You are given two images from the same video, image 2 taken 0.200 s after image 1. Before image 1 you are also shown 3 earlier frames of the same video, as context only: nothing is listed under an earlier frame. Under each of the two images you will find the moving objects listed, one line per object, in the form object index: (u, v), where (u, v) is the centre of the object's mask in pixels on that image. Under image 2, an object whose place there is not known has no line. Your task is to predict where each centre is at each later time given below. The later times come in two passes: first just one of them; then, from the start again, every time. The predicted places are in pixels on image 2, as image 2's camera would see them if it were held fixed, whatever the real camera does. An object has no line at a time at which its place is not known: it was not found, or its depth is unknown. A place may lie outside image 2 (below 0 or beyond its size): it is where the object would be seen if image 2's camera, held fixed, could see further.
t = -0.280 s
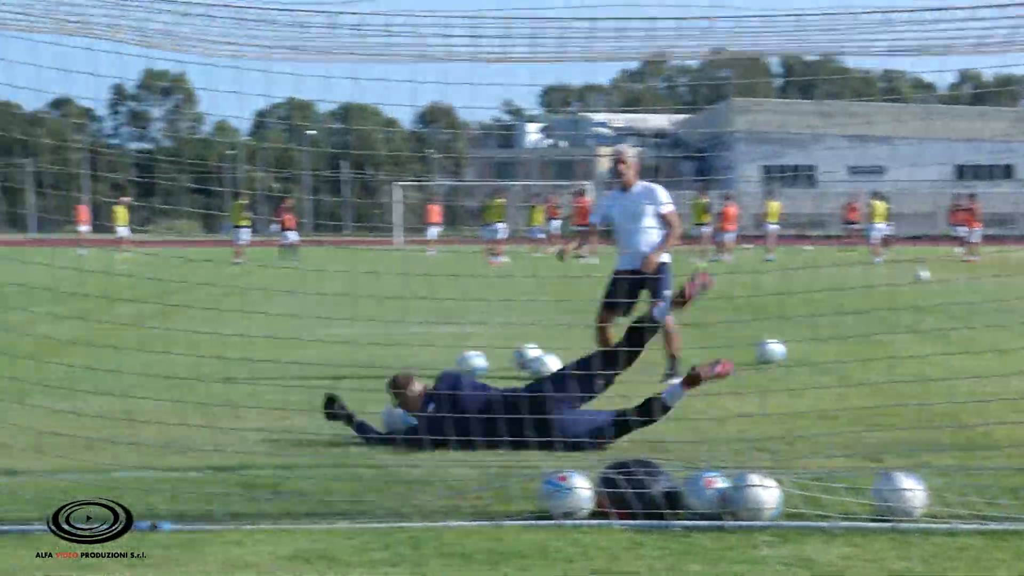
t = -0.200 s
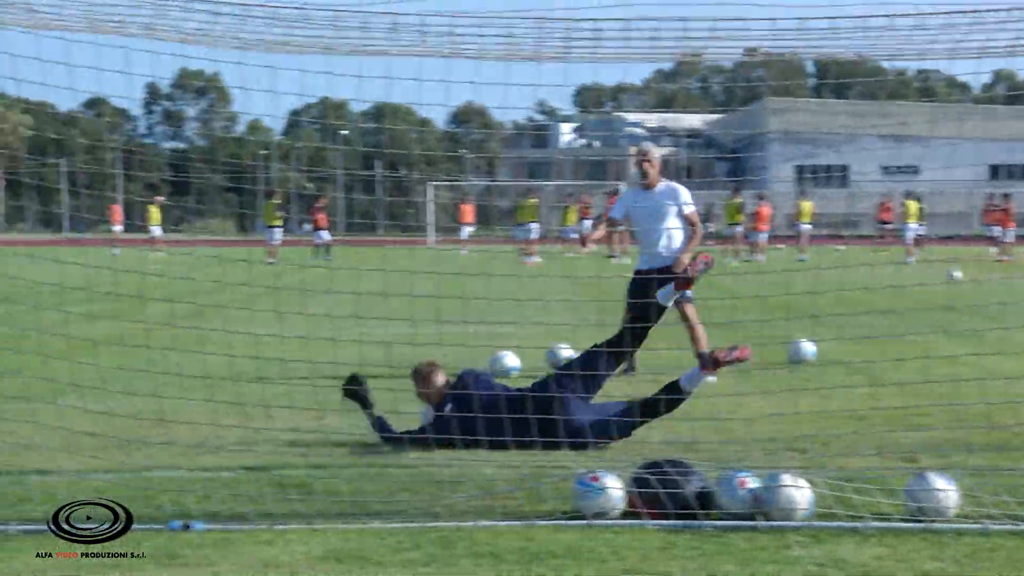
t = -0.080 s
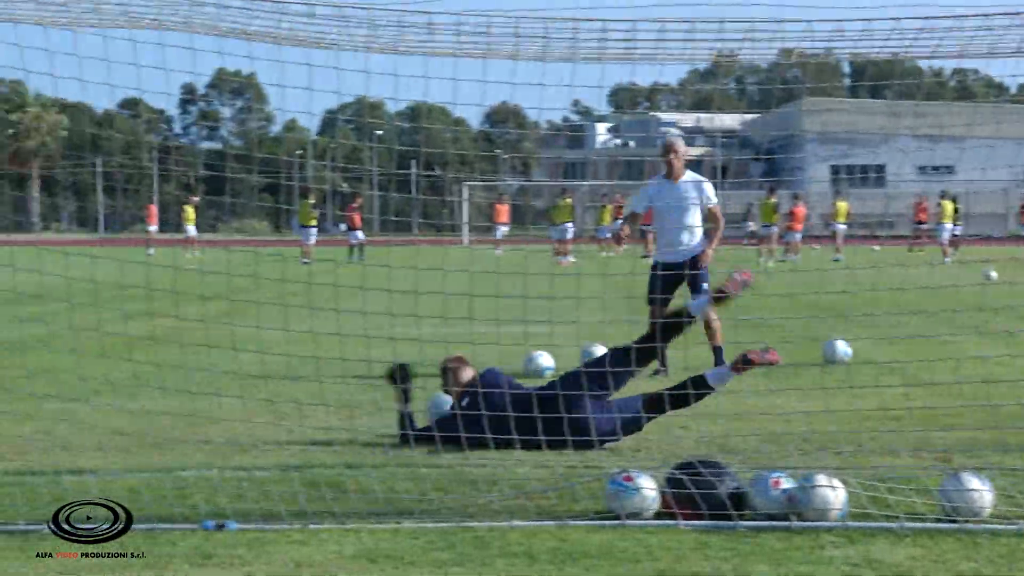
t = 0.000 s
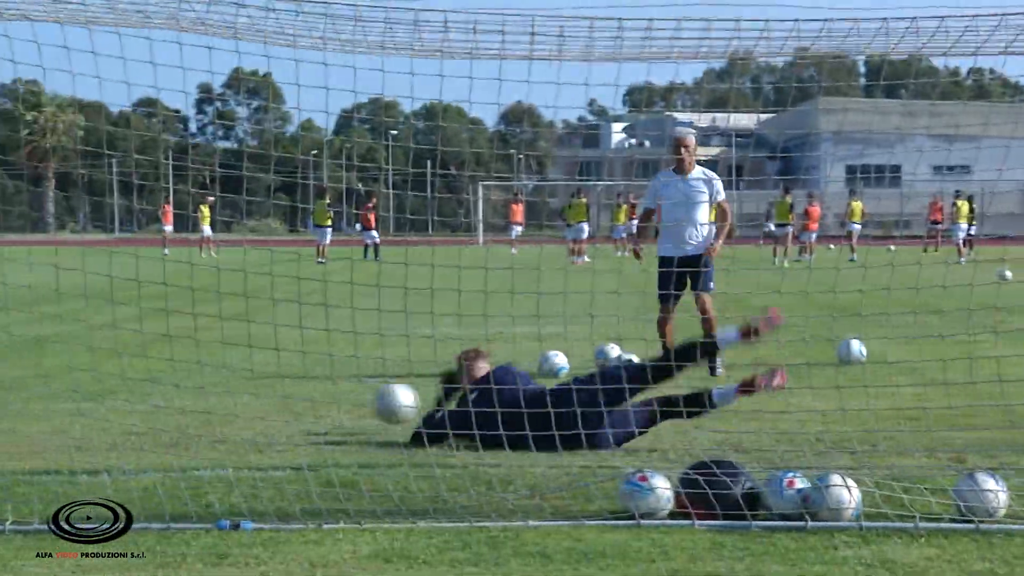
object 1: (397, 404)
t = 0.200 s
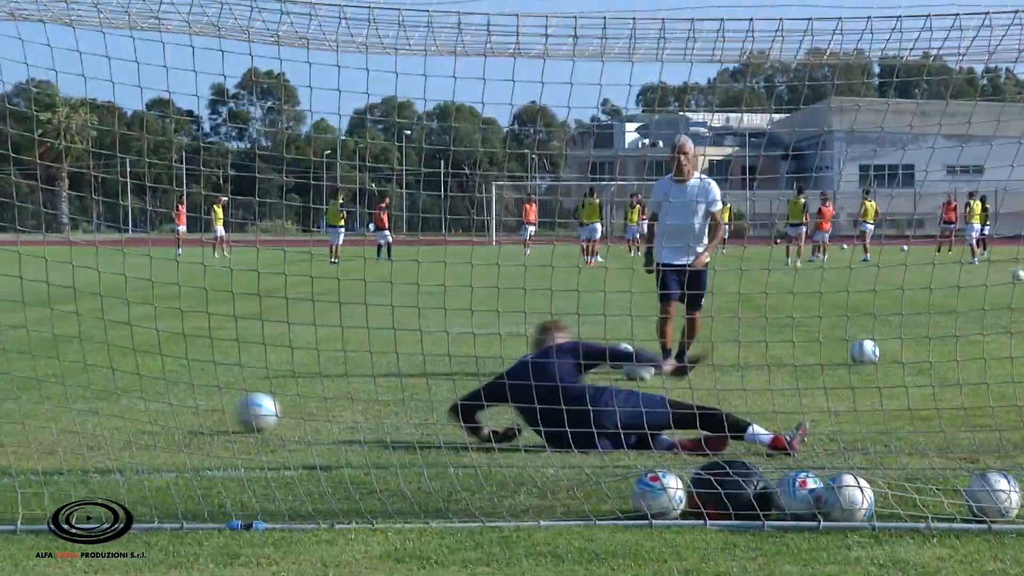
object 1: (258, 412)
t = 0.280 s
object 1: (216, 411)
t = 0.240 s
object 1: (236, 411)
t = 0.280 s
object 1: (216, 411)
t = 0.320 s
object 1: (194, 414)
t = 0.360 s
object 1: (172, 416)
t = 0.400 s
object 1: (151, 415)
